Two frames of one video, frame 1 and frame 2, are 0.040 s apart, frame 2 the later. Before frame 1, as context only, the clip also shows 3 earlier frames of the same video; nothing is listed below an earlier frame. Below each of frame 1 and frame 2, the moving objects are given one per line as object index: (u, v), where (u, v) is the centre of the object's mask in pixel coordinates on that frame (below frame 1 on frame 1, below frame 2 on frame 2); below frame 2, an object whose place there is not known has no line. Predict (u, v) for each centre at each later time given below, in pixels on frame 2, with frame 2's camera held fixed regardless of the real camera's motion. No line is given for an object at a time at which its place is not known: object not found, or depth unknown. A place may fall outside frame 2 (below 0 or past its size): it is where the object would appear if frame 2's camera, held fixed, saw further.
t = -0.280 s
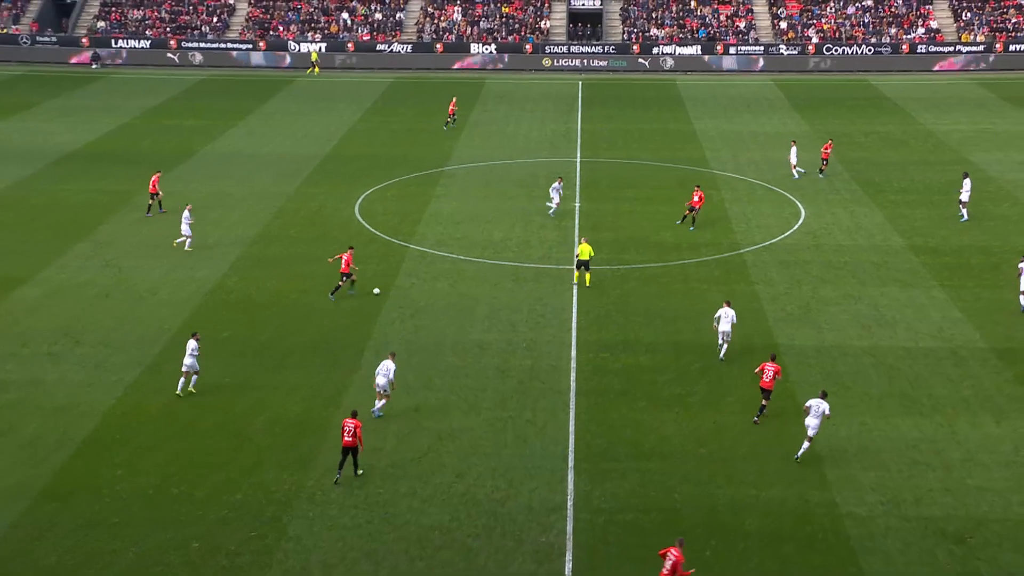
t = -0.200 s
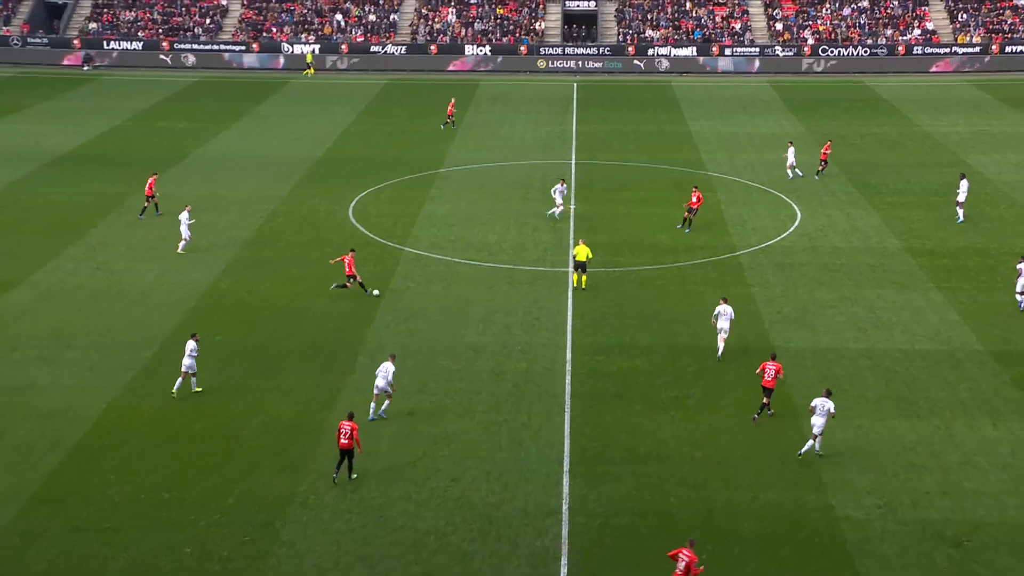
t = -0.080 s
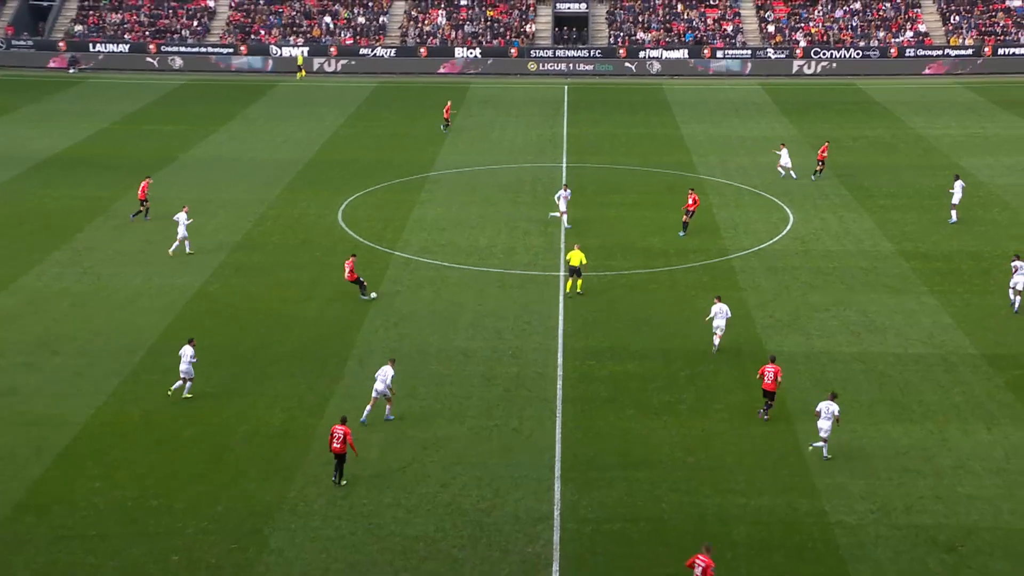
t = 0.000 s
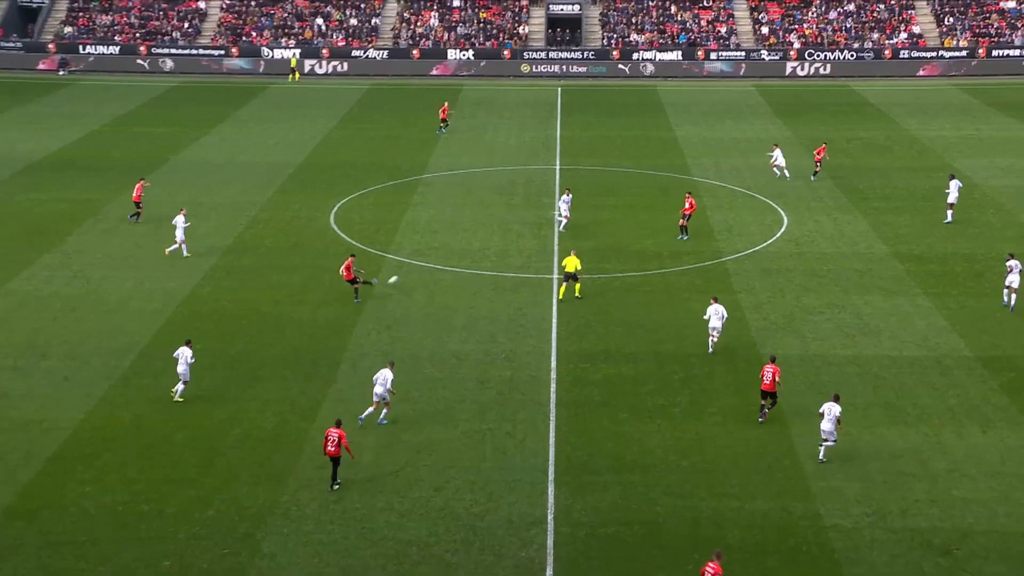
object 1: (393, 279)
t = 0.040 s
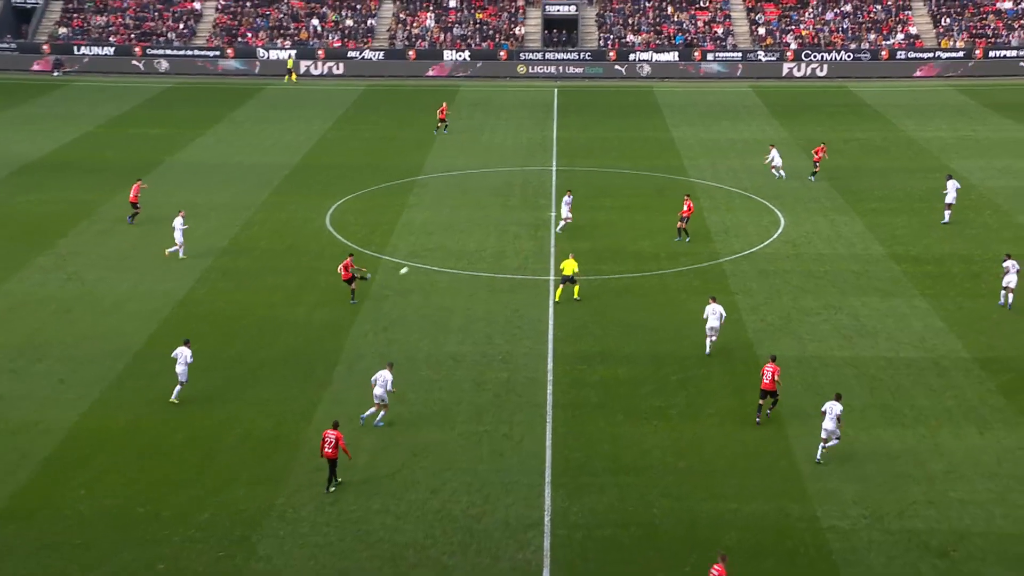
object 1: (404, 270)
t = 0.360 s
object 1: (483, 216)
